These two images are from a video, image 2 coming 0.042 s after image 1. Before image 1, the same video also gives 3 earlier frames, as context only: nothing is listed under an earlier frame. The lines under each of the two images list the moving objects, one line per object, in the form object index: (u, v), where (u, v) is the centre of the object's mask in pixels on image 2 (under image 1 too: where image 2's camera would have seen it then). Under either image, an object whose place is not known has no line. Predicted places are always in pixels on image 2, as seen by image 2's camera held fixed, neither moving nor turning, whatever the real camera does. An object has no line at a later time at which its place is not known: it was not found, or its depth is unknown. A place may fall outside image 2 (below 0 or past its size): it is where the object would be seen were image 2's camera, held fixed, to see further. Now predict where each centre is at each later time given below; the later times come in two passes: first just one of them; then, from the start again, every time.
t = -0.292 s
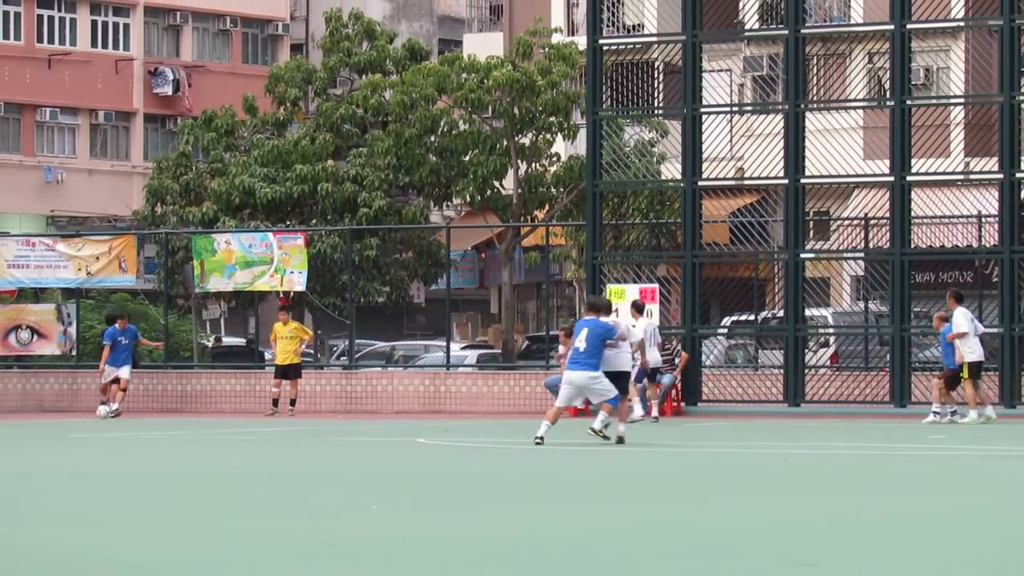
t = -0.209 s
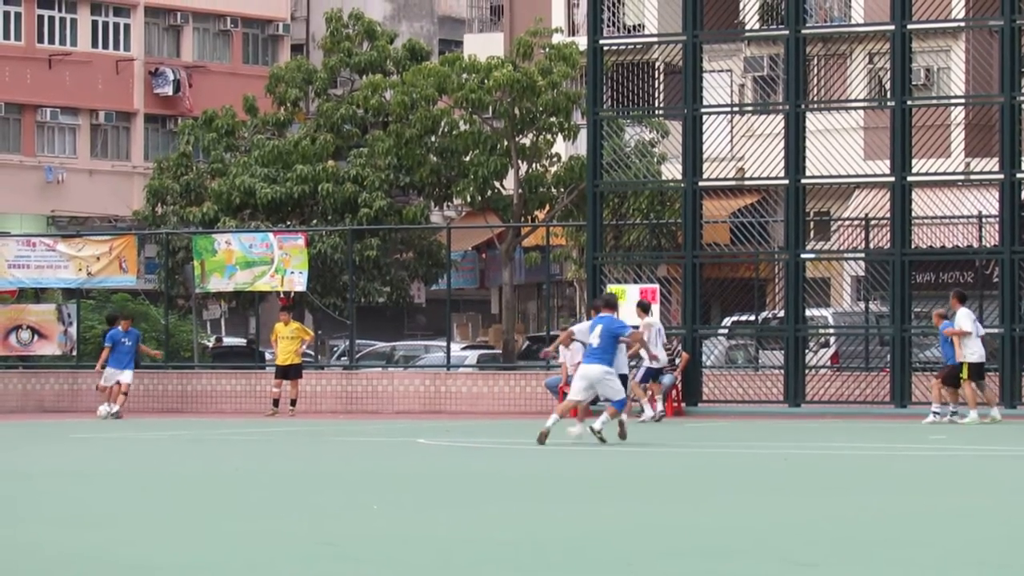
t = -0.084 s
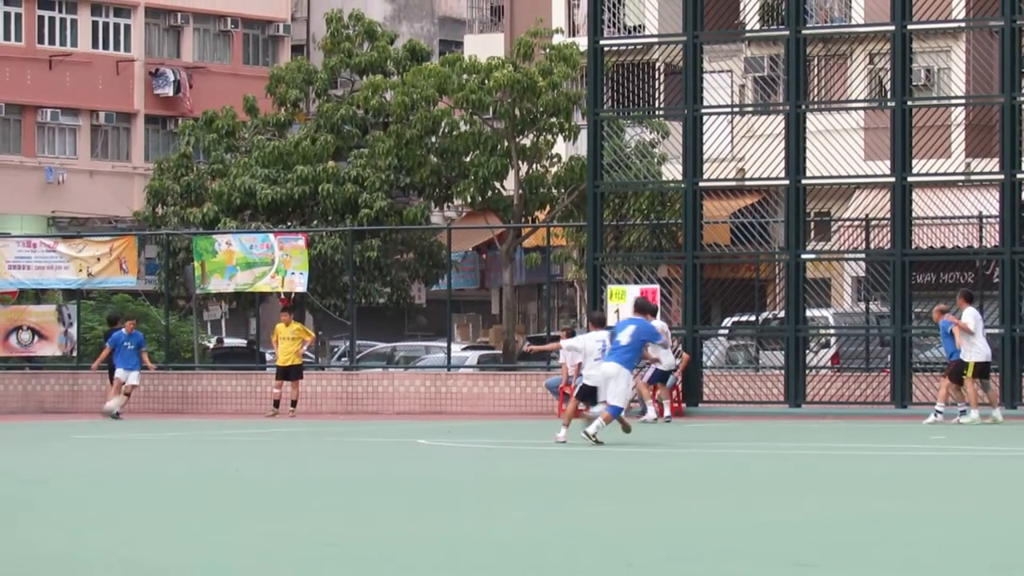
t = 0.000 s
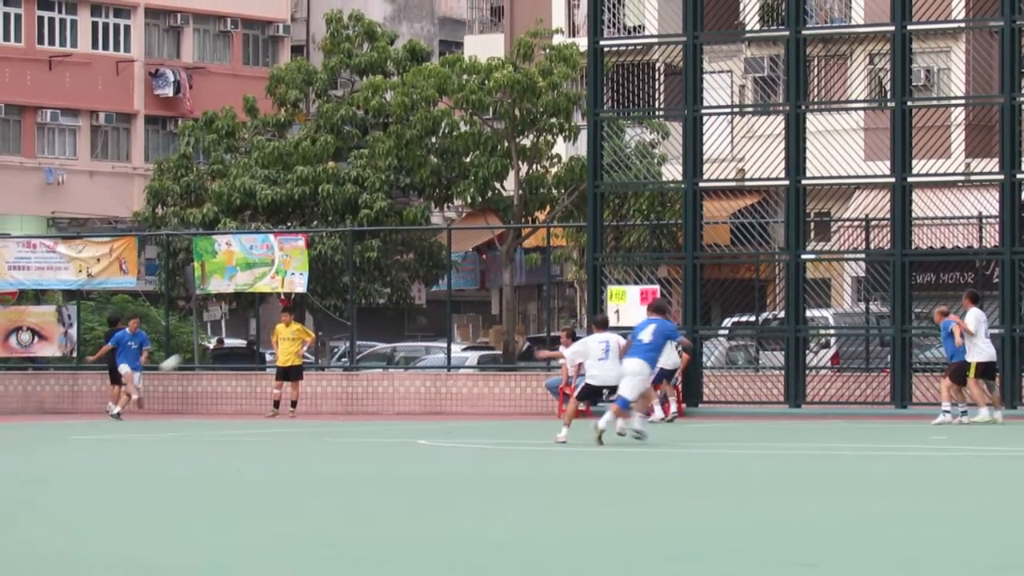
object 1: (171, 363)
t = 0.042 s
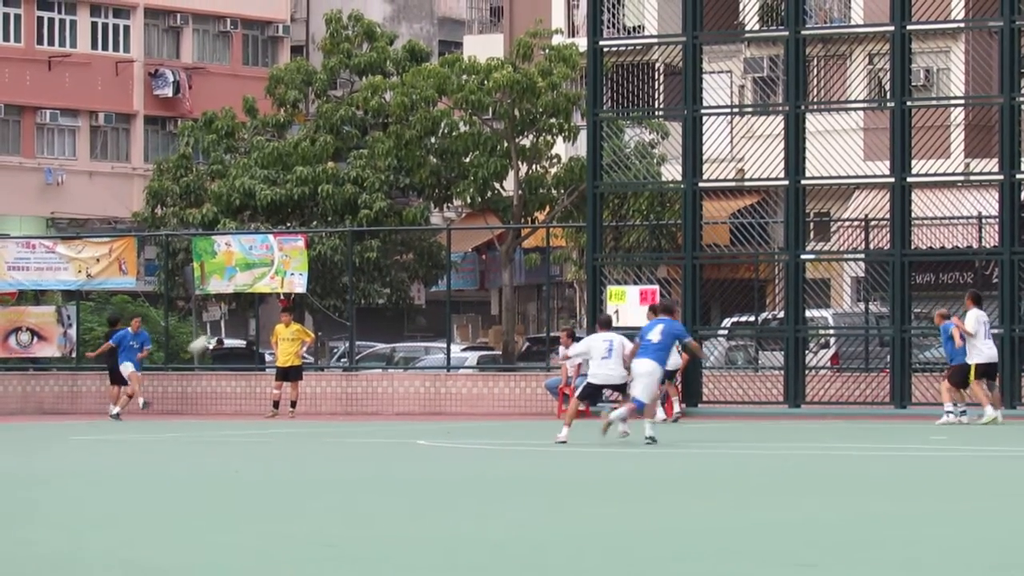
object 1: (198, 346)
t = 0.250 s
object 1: (354, 257)
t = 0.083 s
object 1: (230, 325)
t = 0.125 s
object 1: (259, 307)
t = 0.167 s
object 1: (289, 295)
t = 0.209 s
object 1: (322, 273)
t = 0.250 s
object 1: (354, 257)
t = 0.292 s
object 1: (387, 243)
